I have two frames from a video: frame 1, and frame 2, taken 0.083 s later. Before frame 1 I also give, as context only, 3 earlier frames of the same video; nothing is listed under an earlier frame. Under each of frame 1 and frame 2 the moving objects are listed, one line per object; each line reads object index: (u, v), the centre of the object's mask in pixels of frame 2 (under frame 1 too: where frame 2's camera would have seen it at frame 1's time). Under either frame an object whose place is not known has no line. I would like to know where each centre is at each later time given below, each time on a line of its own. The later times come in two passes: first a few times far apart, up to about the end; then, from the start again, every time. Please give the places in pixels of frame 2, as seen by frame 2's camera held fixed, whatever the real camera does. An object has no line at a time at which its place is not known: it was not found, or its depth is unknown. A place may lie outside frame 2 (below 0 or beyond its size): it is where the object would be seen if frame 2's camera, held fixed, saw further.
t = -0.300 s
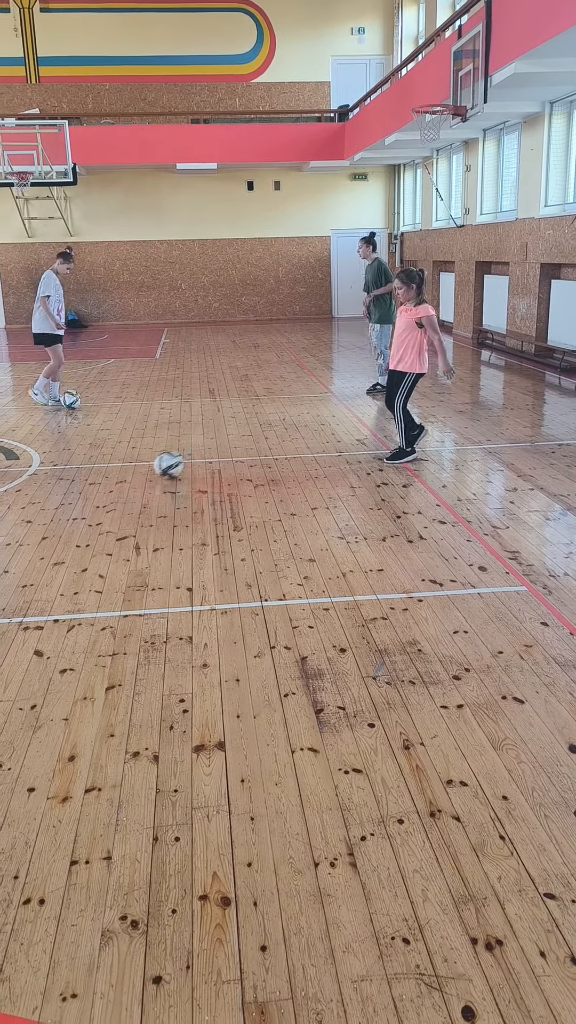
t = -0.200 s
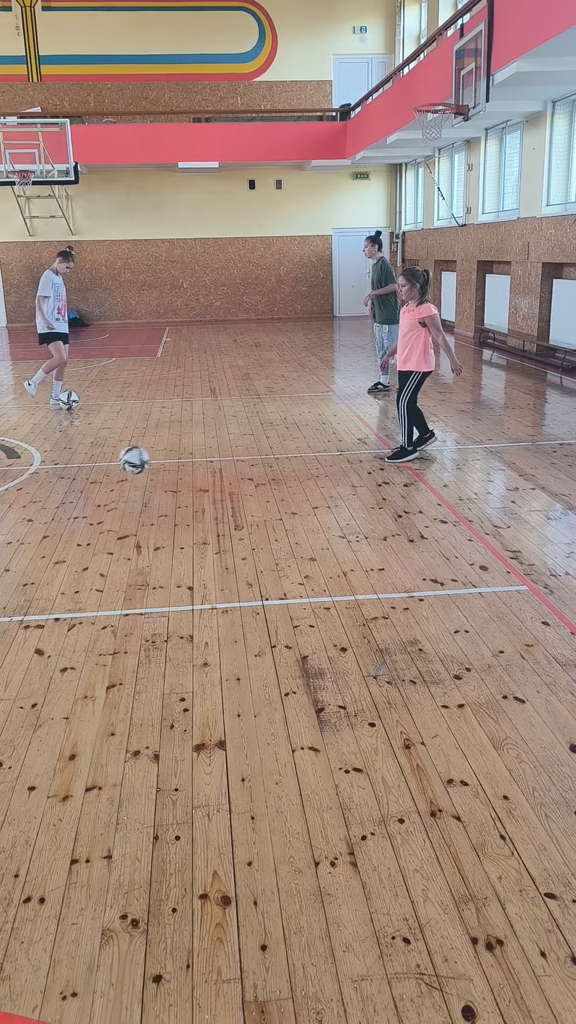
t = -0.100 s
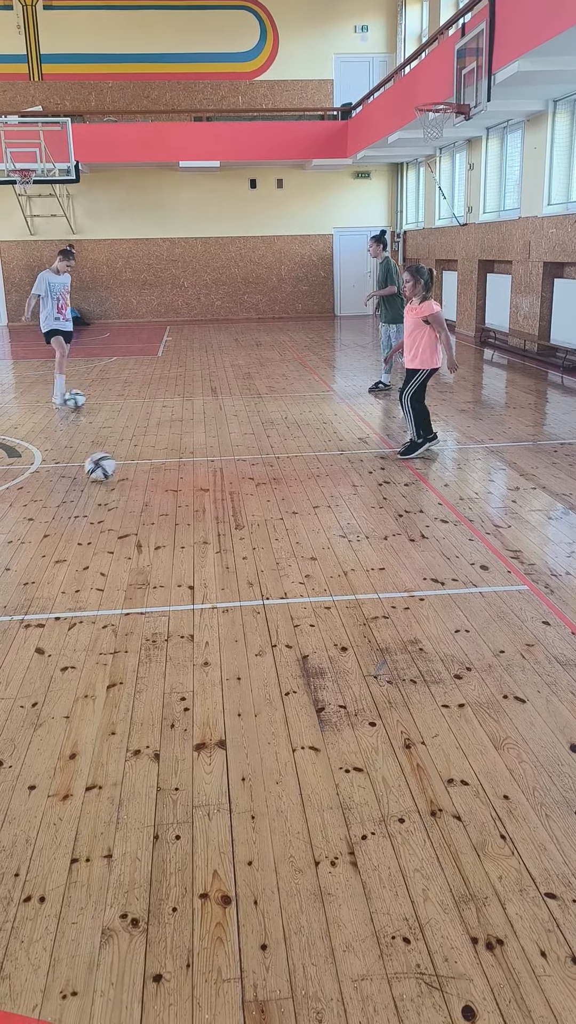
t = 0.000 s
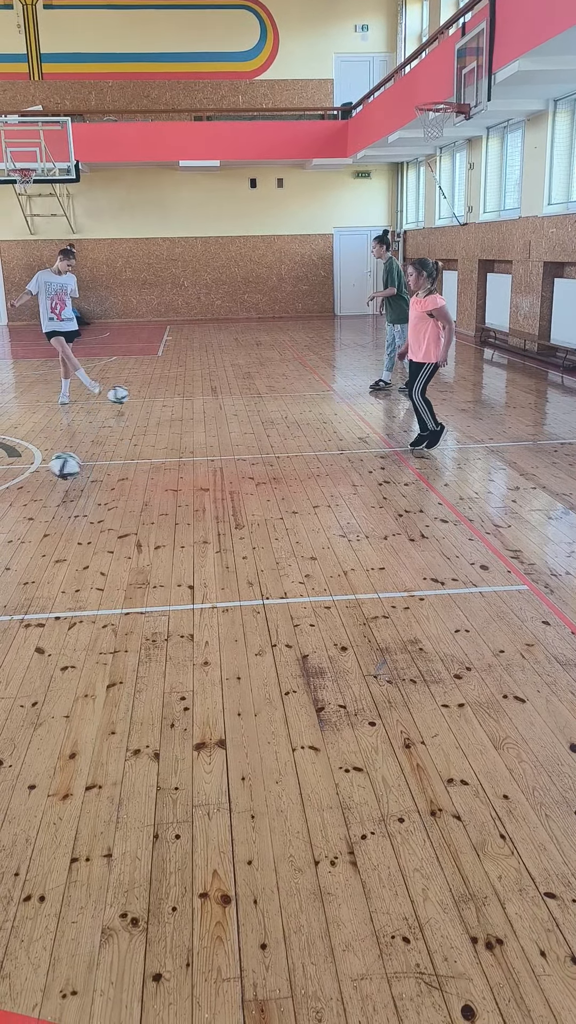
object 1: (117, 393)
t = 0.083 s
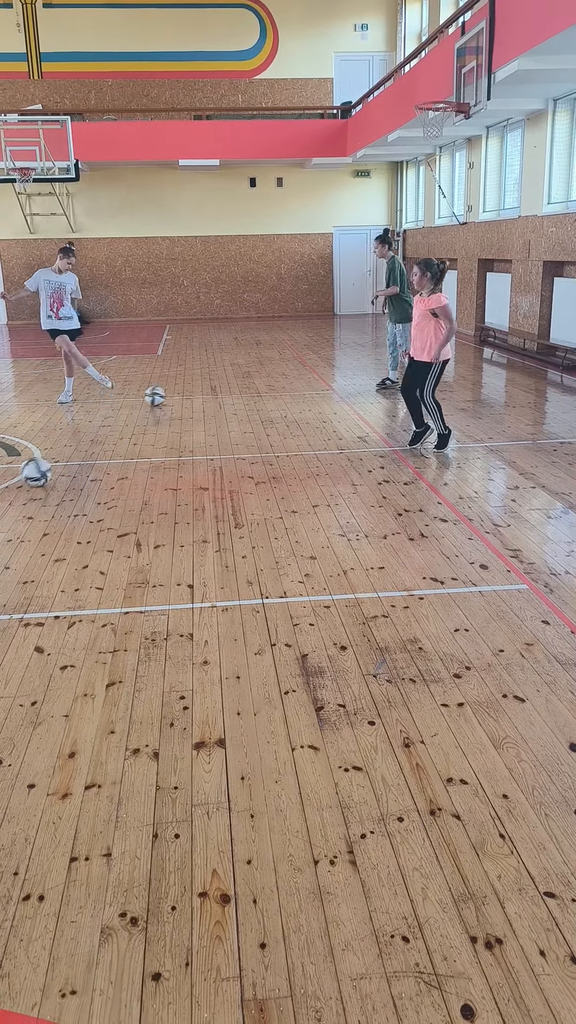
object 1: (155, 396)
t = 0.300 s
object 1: (230, 394)
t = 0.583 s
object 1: (309, 392)
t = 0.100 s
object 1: (161, 395)
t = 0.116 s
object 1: (167, 394)
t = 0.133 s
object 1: (173, 394)
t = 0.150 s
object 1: (180, 394)
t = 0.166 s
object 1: (186, 394)
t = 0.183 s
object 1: (192, 395)
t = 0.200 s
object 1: (198, 394)
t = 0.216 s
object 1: (203, 394)
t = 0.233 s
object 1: (208, 394)
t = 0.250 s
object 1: (214, 395)
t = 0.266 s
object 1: (219, 394)
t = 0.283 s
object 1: (225, 394)
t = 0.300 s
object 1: (230, 394)
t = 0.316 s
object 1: (235, 394)
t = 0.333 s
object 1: (240, 394)
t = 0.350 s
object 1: (245, 394)
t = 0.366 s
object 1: (250, 393)
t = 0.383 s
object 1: (255, 394)
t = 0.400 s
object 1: (259, 394)
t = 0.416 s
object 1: (264, 393)
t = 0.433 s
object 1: (268, 393)
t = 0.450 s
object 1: (272, 392)
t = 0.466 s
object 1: (277, 392)
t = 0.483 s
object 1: (281, 392)
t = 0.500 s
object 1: (286, 393)
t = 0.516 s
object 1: (291, 393)
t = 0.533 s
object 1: (296, 393)
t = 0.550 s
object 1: (299, 393)
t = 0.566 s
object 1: (305, 393)
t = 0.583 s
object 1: (309, 392)
